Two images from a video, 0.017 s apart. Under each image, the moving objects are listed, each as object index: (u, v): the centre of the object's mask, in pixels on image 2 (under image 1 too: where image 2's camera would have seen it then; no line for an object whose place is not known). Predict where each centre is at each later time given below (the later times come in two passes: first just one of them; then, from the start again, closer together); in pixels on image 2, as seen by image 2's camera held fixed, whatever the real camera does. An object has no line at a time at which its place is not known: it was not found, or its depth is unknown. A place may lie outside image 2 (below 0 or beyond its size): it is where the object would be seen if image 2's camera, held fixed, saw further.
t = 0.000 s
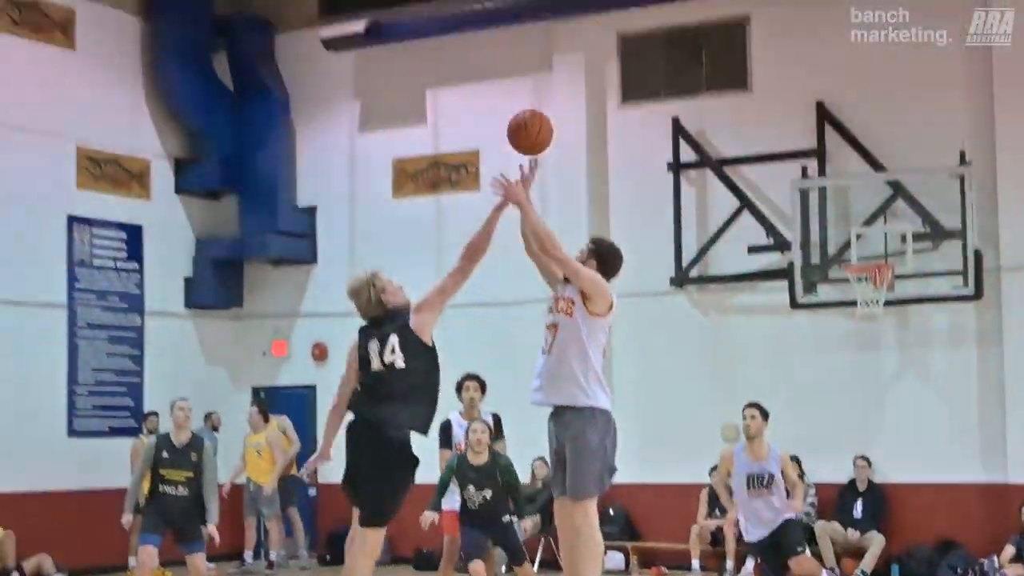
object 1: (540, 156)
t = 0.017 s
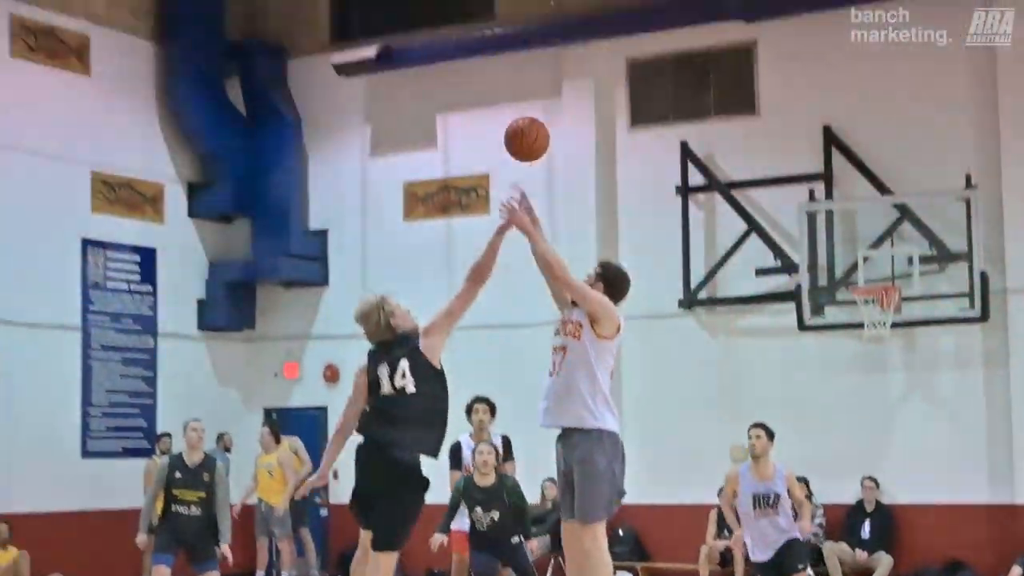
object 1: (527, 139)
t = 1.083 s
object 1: (-111, 132)
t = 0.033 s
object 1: (514, 124)
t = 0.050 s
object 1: (502, 108)
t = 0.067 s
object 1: (489, 93)
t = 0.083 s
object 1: (477, 78)
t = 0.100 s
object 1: (464, 65)
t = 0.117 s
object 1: (452, 51)
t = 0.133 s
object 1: (439, 39)
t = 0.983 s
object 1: (-61, 58)
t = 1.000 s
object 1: (-69, 69)
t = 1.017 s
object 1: (-77, 80)
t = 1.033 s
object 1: (-86, 92)
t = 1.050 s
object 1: (-94, 105)
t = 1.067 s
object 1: (-102, 118)
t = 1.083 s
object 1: (-111, 132)
